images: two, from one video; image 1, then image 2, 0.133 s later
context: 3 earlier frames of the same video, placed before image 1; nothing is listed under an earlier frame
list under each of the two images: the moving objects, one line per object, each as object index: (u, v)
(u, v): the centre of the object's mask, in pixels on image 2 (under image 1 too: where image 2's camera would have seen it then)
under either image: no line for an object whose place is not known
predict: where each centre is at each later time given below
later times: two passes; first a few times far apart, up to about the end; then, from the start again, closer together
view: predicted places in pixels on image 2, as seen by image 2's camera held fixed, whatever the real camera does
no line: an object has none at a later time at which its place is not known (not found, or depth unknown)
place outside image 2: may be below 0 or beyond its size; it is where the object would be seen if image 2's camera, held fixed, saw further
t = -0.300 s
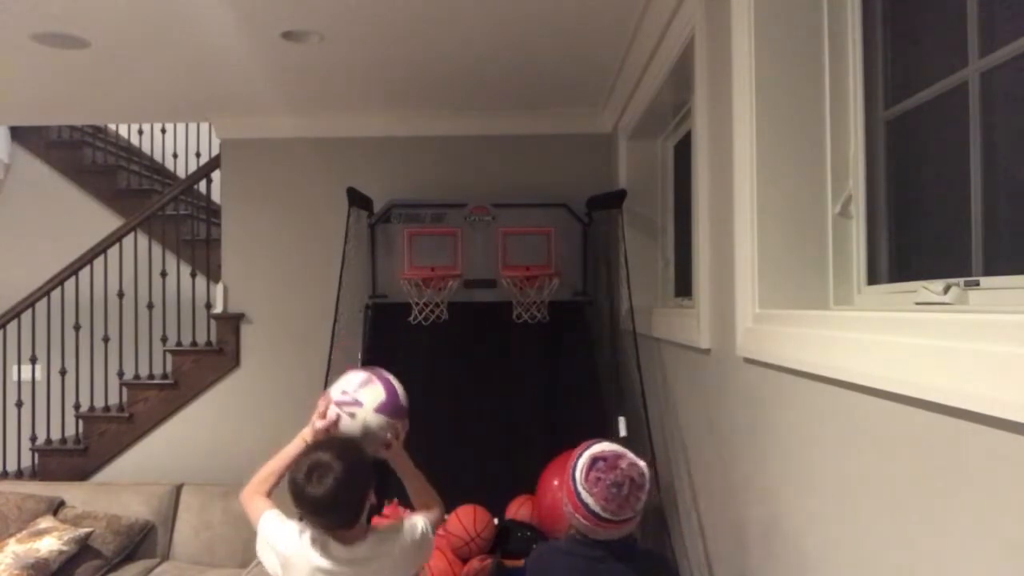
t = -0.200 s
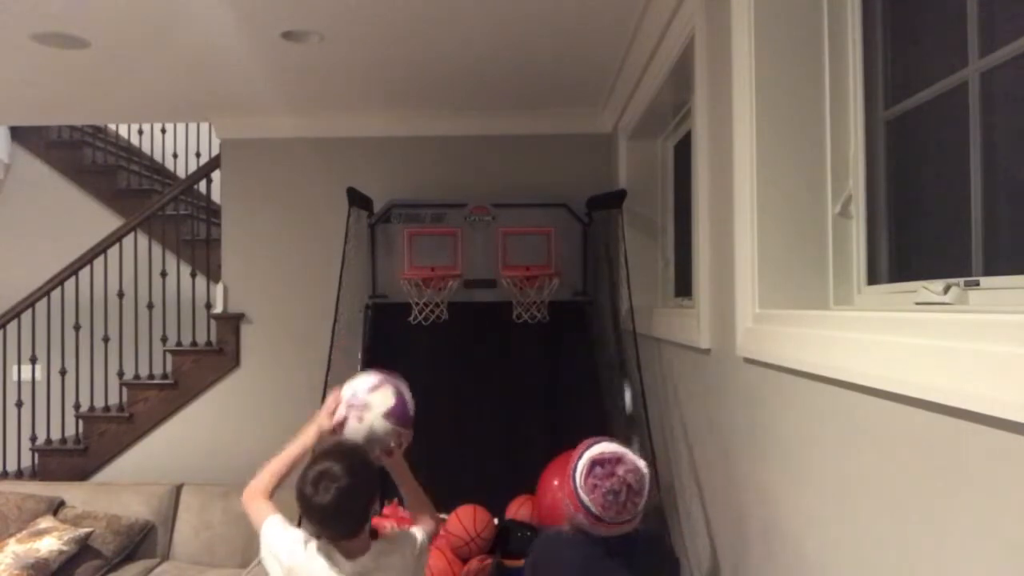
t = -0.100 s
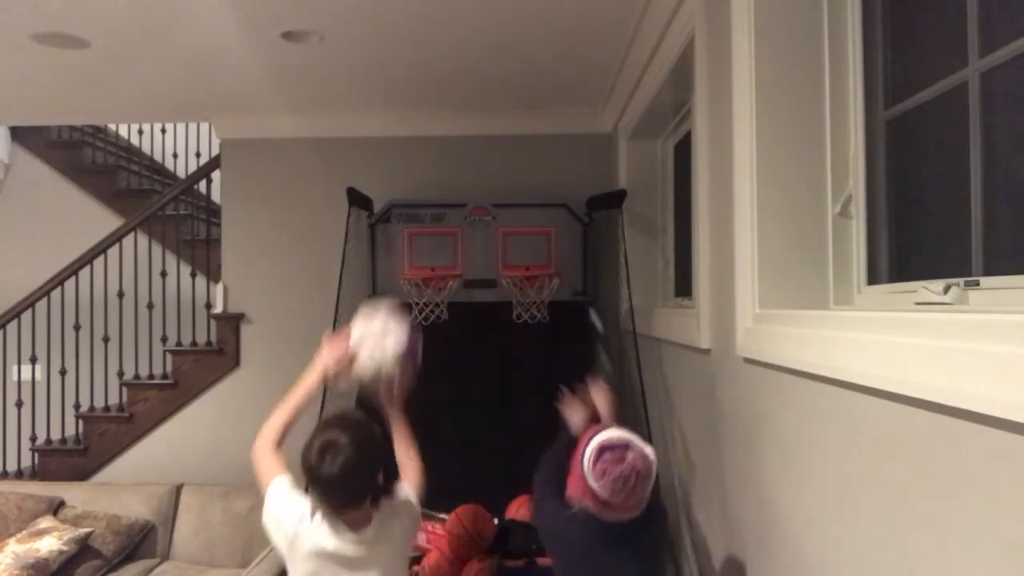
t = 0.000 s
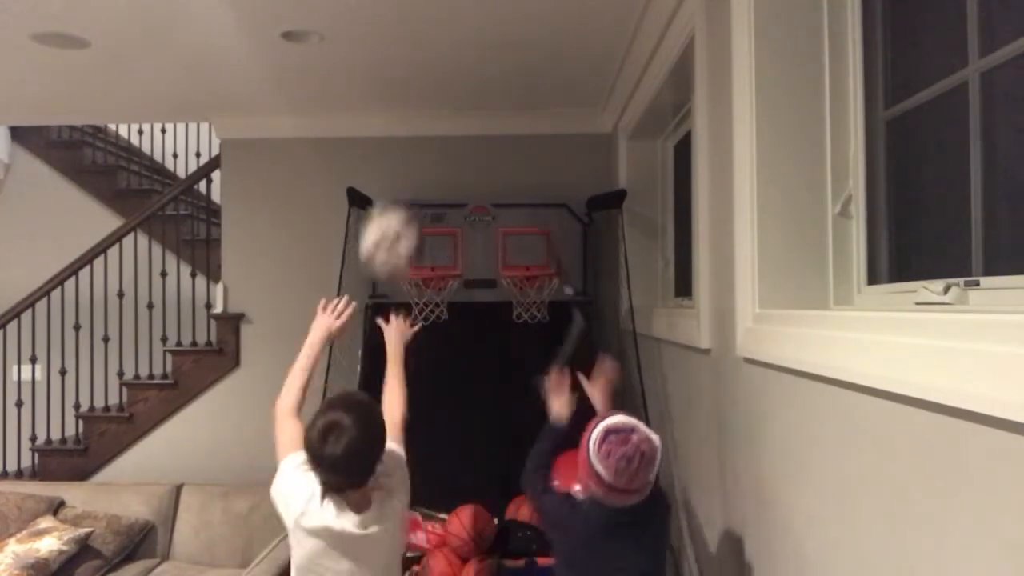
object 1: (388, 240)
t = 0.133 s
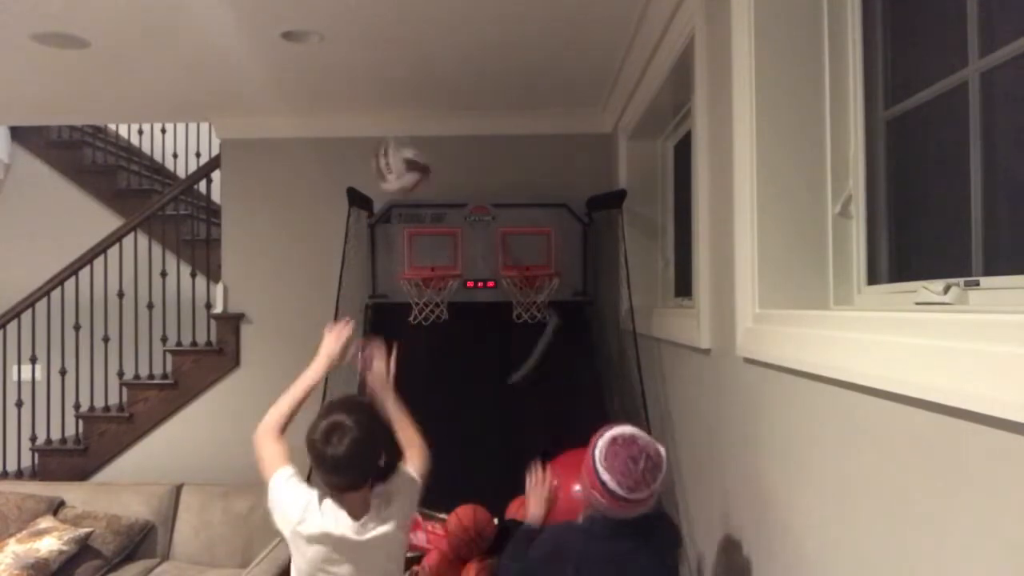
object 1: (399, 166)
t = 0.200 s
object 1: (405, 154)
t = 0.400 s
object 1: (416, 183)
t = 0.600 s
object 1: (418, 257)
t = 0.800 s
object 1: (440, 236)
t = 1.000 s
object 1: (460, 245)
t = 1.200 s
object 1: (489, 331)
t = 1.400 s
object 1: (516, 399)
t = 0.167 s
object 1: (403, 160)
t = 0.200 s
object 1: (405, 154)
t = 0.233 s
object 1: (406, 153)
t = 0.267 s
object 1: (408, 155)
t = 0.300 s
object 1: (410, 159)
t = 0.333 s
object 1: (412, 164)
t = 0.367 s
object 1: (414, 173)
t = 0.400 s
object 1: (416, 183)
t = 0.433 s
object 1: (416, 194)
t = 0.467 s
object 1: (415, 205)
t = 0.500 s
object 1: (416, 218)
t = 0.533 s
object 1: (415, 236)
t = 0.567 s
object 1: (417, 253)
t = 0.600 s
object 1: (418, 257)
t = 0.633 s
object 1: (420, 259)
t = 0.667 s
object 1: (422, 258)
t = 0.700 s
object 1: (425, 257)
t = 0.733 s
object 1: (429, 251)
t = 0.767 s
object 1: (433, 244)
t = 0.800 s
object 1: (440, 236)
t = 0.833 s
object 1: (444, 234)
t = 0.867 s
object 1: (447, 231)
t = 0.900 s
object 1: (450, 231)
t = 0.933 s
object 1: (453, 234)
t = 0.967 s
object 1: (454, 239)
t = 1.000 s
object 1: (460, 245)
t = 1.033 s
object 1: (466, 252)
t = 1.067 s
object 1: (470, 264)
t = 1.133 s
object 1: (480, 298)
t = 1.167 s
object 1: (484, 313)
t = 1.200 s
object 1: (489, 331)
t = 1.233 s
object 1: (494, 351)
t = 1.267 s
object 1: (498, 371)
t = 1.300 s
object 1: (503, 382)
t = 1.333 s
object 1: (507, 388)
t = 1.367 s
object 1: (512, 394)
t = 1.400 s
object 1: (516, 399)
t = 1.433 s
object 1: (521, 411)
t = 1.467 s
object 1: (525, 424)
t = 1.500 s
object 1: (530, 440)
